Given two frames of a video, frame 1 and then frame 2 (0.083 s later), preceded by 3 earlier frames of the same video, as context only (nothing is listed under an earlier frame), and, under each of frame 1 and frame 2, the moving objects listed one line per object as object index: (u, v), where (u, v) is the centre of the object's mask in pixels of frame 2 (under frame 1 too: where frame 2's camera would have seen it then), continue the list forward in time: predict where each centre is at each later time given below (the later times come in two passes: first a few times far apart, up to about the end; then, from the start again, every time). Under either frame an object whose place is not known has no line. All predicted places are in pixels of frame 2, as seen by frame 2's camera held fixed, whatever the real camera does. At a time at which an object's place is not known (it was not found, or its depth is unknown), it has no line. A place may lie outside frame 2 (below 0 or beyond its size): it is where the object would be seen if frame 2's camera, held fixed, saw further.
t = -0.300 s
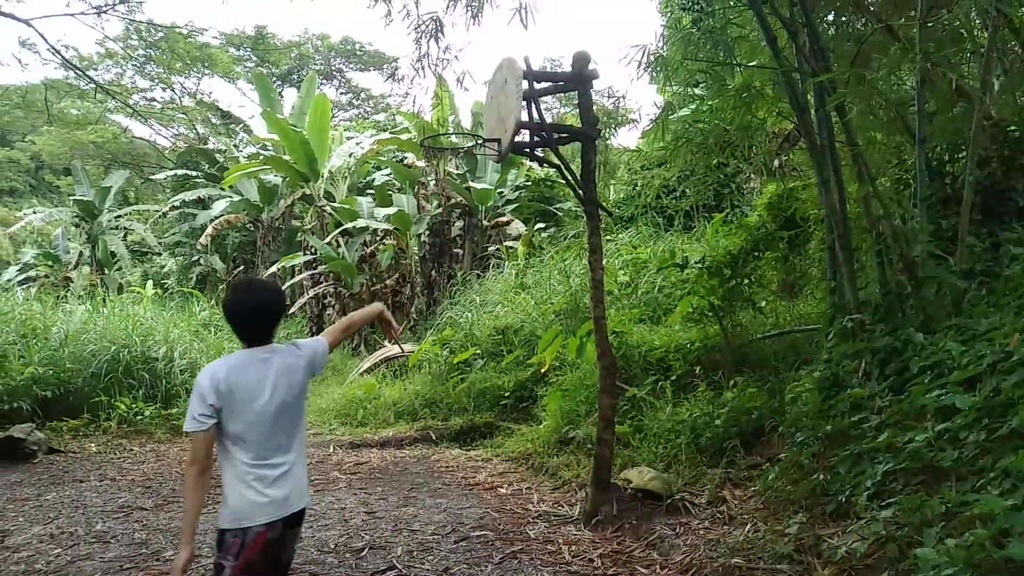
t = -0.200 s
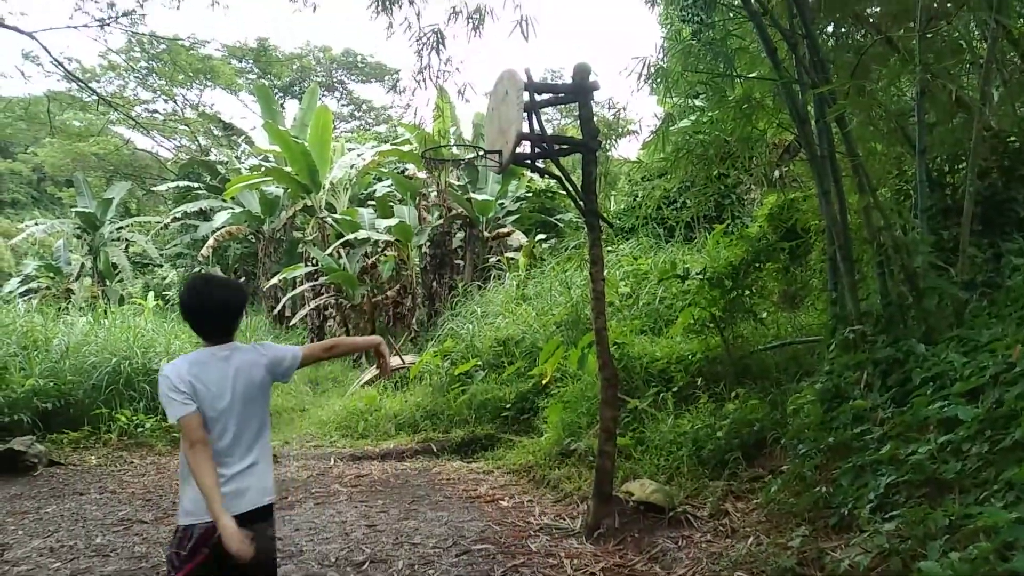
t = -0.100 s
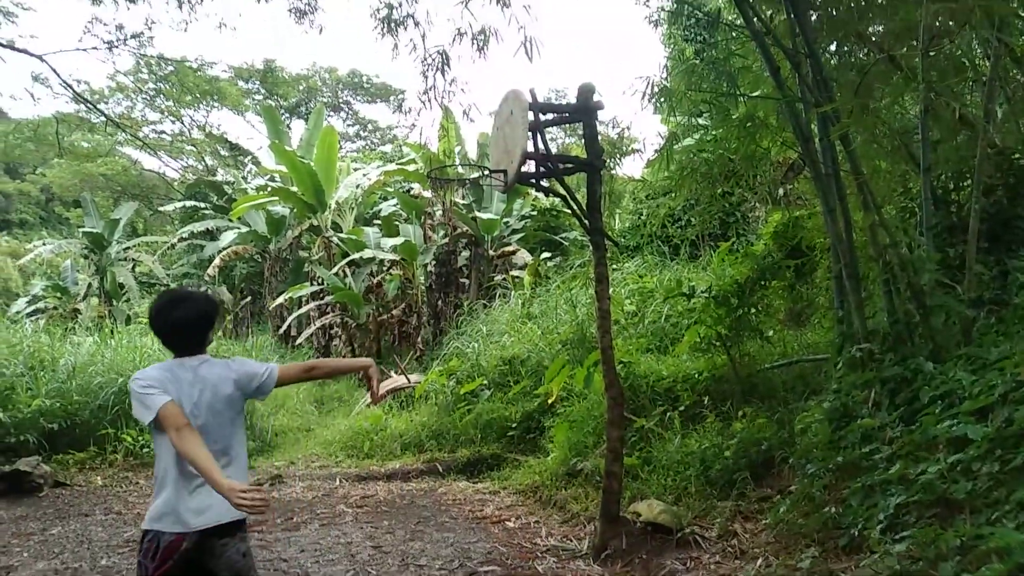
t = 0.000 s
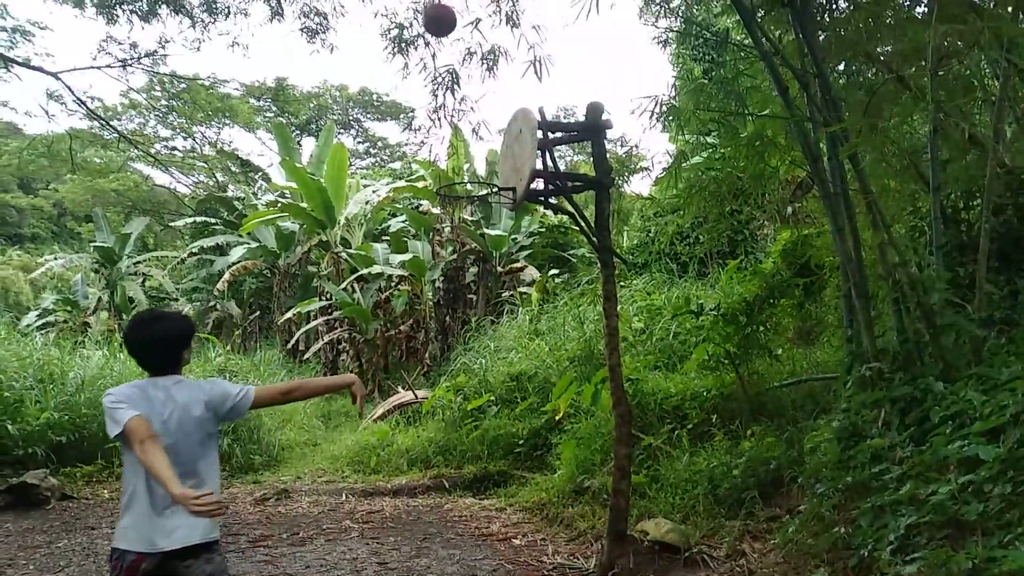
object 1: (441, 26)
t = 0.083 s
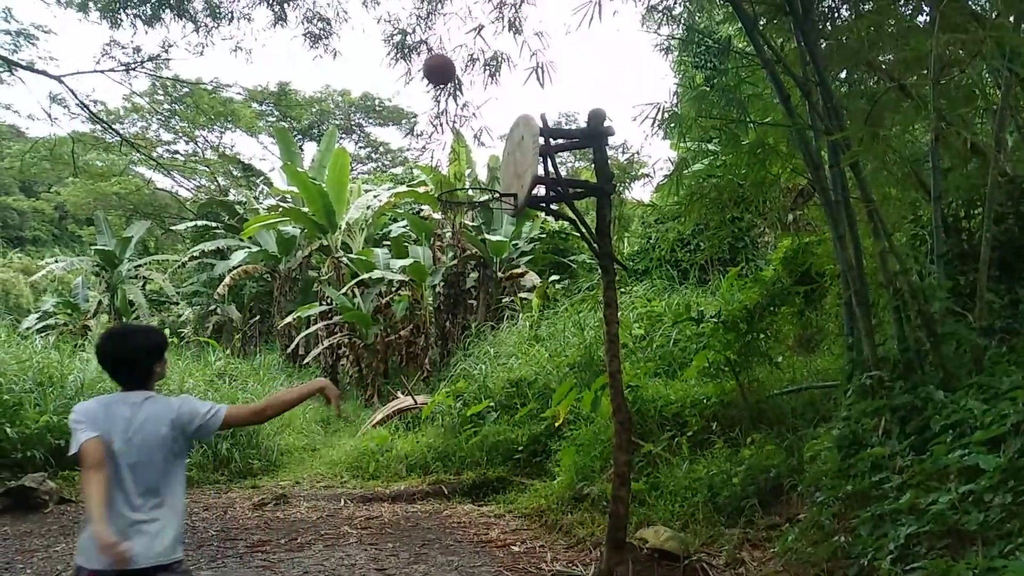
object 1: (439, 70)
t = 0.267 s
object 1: (431, 185)
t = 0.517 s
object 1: (365, 226)
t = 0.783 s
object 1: (295, 352)
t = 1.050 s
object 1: (220, 567)
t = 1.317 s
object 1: (189, 425)
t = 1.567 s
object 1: (155, 376)
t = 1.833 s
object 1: (113, 406)
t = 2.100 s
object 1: (62, 520)
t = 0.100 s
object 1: (438, 79)
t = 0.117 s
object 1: (438, 89)
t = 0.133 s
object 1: (437, 99)
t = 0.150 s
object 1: (436, 109)
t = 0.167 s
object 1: (435, 119)
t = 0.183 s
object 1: (434, 130)
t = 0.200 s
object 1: (434, 141)
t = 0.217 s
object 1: (433, 152)
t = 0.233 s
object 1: (432, 163)
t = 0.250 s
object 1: (432, 175)
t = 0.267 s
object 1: (431, 185)
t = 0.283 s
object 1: (427, 186)
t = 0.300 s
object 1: (423, 187)
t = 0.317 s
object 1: (418, 187)
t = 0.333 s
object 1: (413, 189)
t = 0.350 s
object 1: (409, 191)
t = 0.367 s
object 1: (404, 193)
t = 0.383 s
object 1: (399, 195)
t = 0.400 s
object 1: (395, 198)
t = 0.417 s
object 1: (390, 201)
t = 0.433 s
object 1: (386, 204)
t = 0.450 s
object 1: (382, 208)
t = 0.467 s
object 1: (378, 212)
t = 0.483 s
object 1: (373, 217)
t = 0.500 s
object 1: (370, 222)
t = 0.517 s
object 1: (365, 226)
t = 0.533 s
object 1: (361, 232)
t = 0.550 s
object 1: (357, 238)
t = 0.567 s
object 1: (353, 243)
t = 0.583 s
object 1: (348, 251)
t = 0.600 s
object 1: (343, 258)
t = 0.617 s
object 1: (339, 264)
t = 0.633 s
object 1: (336, 271)
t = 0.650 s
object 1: (330, 279)
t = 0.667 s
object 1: (326, 287)
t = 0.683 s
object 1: (322, 294)
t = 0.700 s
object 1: (317, 304)
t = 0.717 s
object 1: (313, 312)
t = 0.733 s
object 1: (308, 323)
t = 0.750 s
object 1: (304, 332)
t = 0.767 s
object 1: (300, 340)
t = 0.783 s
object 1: (295, 352)
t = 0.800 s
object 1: (291, 363)
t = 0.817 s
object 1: (287, 373)
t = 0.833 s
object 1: (282, 386)
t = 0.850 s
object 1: (277, 398)
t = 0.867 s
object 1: (273, 410)
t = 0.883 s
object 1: (268, 423)
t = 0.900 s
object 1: (263, 435)
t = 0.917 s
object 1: (259, 448)
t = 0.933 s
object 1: (254, 461)
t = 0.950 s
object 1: (250, 474)
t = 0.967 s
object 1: (244, 488)
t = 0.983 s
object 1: (239, 503)
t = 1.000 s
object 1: (234, 520)
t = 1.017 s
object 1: (230, 534)
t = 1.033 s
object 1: (225, 550)
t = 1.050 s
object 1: (220, 567)
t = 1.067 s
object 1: (218, 558)
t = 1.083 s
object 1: (216, 546)
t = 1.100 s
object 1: (214, 535)
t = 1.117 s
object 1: (213, 524)
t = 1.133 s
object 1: (211, 514)
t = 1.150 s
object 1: (209, 504)
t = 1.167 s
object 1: (207, 494)
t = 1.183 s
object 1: (206, 485)
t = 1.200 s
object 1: (204, 476)
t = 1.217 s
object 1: (202, 468)
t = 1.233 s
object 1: (199, 460)
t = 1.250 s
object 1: (197, 452)
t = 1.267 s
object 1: (196, 445)
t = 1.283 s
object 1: (193, 439)
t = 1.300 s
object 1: (191, 433)
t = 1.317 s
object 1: (189, 425)
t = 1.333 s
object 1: (187, 420)
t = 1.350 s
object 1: (185, 415)
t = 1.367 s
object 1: (182, 409)
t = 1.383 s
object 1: (180, 405)
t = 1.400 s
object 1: (178, 401)
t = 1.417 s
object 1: (176, 397)
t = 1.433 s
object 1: (174, 394)
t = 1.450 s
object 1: (171, 390)
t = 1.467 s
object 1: (170, 387)
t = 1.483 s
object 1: (167, 384)
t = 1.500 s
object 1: (165, 382)
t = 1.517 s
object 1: (162, 380)
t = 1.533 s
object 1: (160, 379)
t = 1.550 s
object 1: (157, 377)
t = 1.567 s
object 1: (155, 376)
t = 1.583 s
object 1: (153, 376)
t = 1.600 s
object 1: (150, 375)
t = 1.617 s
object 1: (148, 375)
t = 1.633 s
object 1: (145, 376)
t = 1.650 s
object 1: (143, 376)
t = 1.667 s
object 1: (140, 378)
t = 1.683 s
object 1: (137, 379)
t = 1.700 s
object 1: (135, 381)
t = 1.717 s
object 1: (132, 383)
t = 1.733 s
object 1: (130, 385)
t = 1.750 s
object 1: (127, 388)
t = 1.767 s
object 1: (124, 391)
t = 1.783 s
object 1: (121, 394)
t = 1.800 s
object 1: (119, 398)
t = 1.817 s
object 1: (116, 402)
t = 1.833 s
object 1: (113, 406)
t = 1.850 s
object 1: (110, 411)
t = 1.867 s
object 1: (107, 416)
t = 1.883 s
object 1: (105, 421)
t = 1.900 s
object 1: (102, 426)
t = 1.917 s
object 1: (99, 432)
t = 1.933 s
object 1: (95, 438)
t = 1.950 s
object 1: (93, 445)
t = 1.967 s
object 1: (89, 452)
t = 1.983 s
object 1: (86, 459)
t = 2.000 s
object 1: (83, 467)
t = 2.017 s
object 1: (80, 475)
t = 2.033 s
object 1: (77, 484)
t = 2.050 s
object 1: (73, 493)
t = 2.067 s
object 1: (70, 502)
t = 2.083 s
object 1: (67, 511)
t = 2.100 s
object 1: (62, 520)
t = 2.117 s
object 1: (58, 531)
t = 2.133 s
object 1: (55, 541)
